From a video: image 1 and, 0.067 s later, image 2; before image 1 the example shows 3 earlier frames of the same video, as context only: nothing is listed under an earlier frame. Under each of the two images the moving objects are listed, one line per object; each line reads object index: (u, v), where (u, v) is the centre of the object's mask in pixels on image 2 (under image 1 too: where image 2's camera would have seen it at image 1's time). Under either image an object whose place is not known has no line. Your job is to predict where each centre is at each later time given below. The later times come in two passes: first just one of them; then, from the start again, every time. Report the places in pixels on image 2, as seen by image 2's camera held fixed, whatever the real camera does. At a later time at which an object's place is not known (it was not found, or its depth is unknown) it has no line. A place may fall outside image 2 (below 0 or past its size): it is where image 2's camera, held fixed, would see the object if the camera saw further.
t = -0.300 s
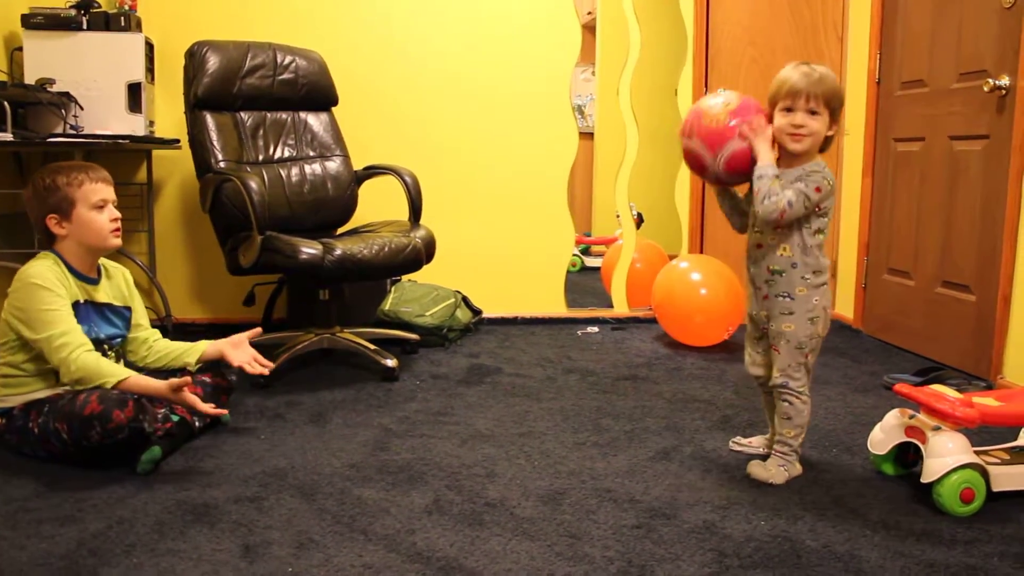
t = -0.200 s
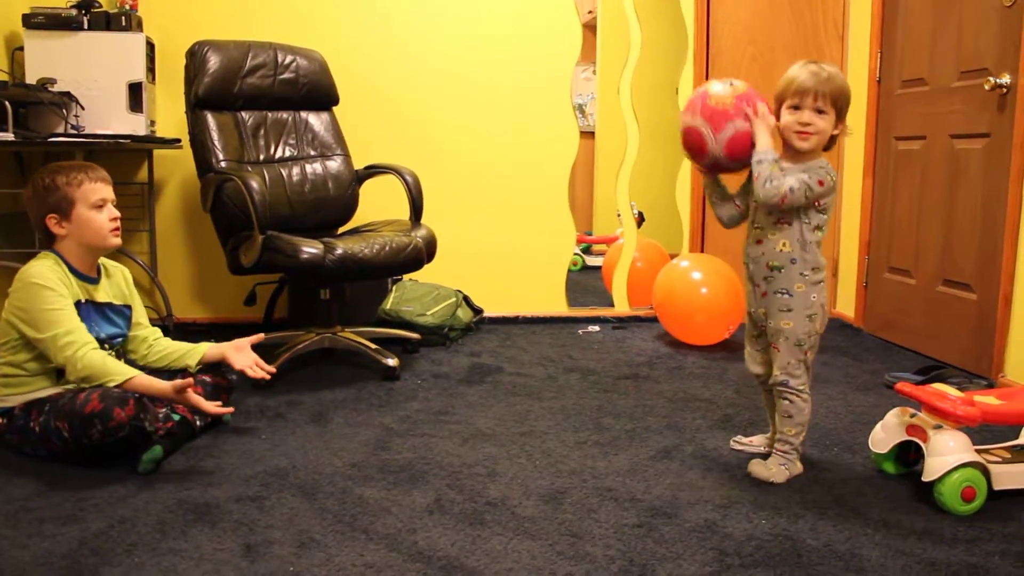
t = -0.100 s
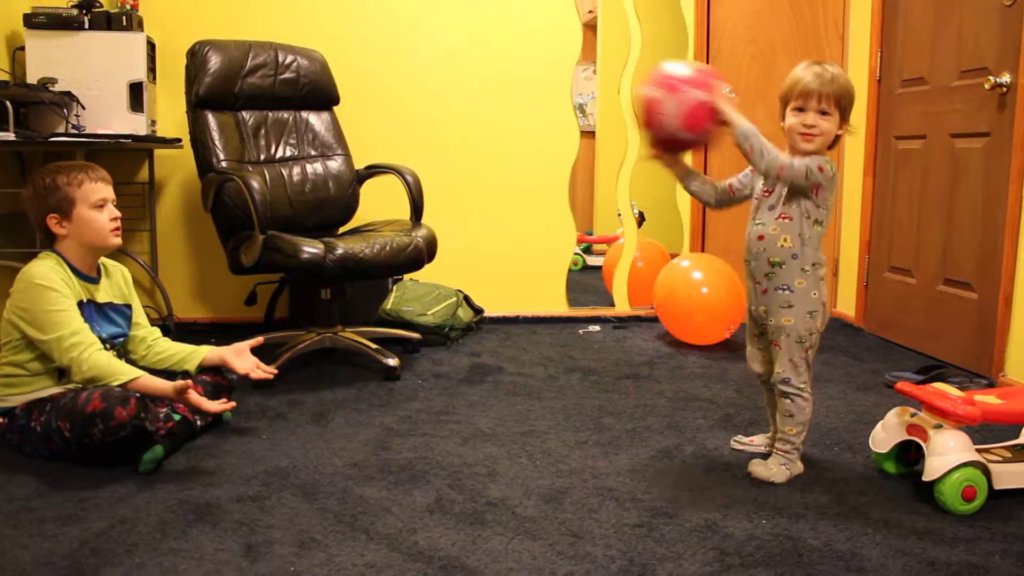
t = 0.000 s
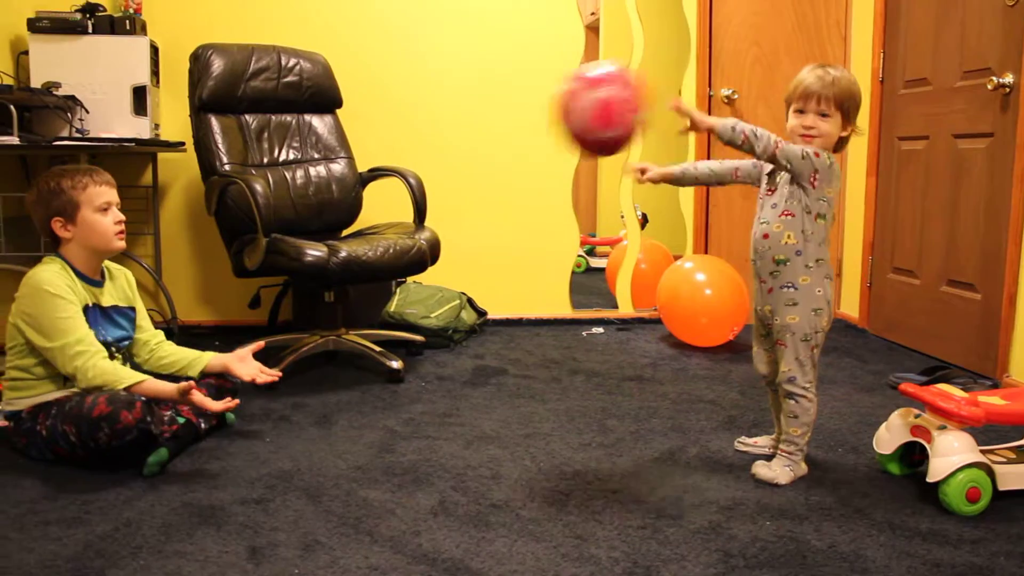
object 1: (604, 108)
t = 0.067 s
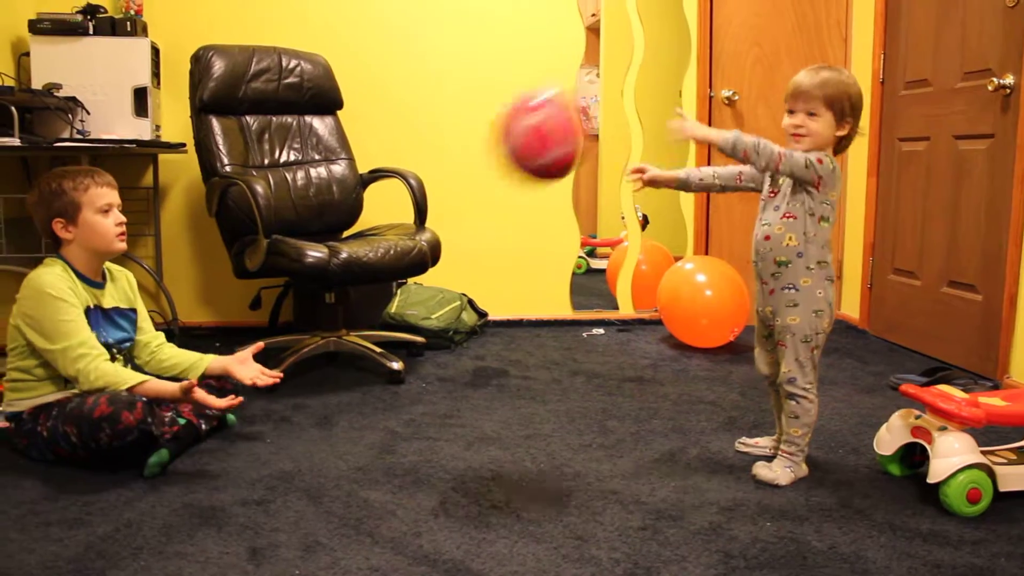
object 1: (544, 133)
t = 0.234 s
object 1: (389, 284)
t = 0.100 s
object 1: (515, 151)
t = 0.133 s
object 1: (485, 176)
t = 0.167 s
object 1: (454, 208)
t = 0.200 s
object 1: (420, 246)
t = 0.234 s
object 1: (389, 284)
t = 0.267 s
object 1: (358, 335)
